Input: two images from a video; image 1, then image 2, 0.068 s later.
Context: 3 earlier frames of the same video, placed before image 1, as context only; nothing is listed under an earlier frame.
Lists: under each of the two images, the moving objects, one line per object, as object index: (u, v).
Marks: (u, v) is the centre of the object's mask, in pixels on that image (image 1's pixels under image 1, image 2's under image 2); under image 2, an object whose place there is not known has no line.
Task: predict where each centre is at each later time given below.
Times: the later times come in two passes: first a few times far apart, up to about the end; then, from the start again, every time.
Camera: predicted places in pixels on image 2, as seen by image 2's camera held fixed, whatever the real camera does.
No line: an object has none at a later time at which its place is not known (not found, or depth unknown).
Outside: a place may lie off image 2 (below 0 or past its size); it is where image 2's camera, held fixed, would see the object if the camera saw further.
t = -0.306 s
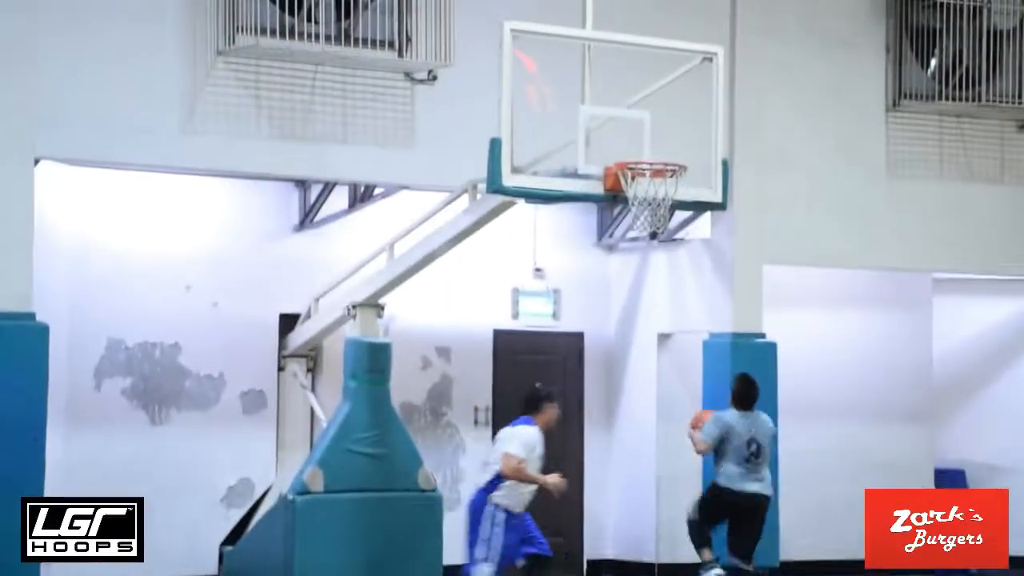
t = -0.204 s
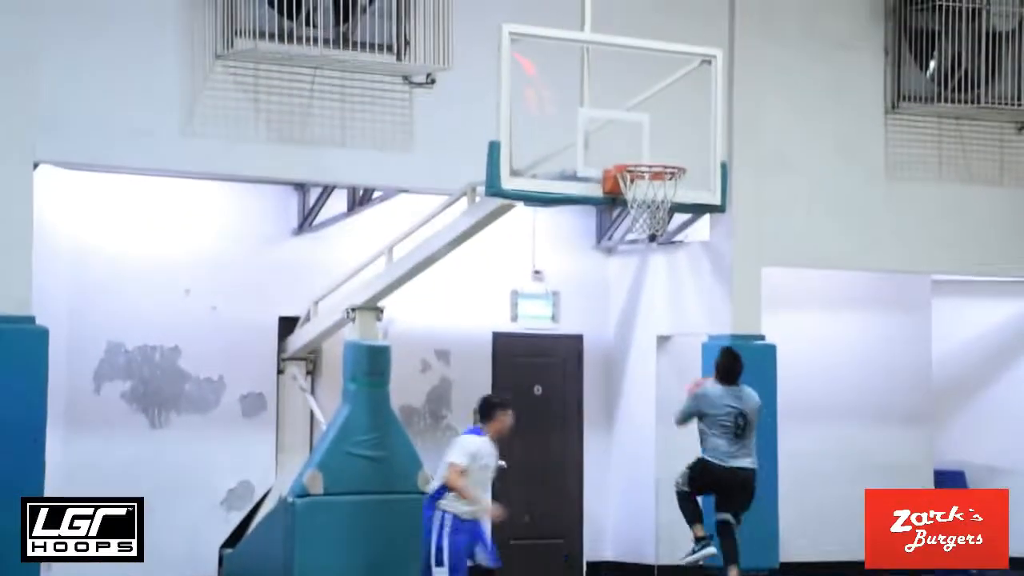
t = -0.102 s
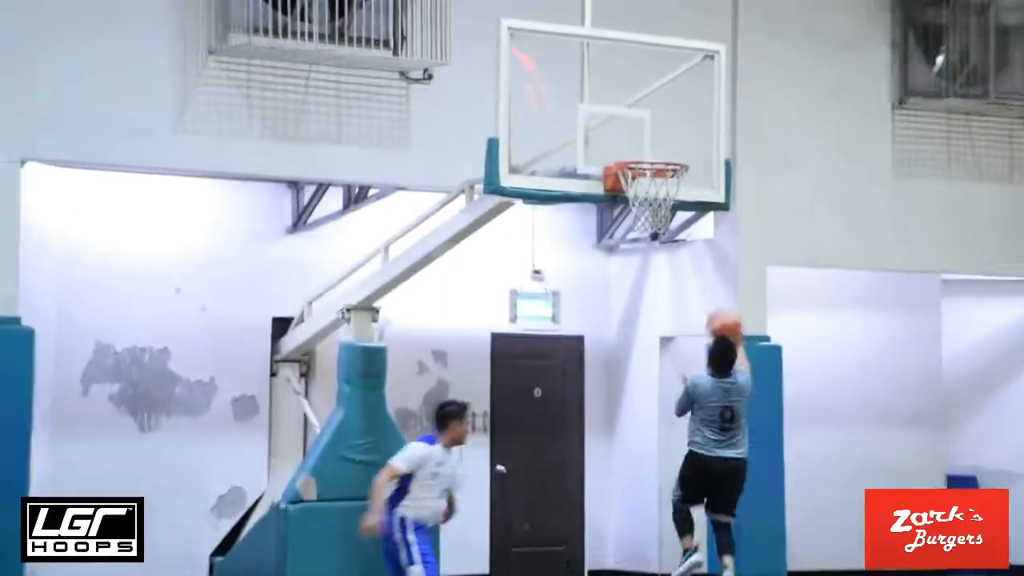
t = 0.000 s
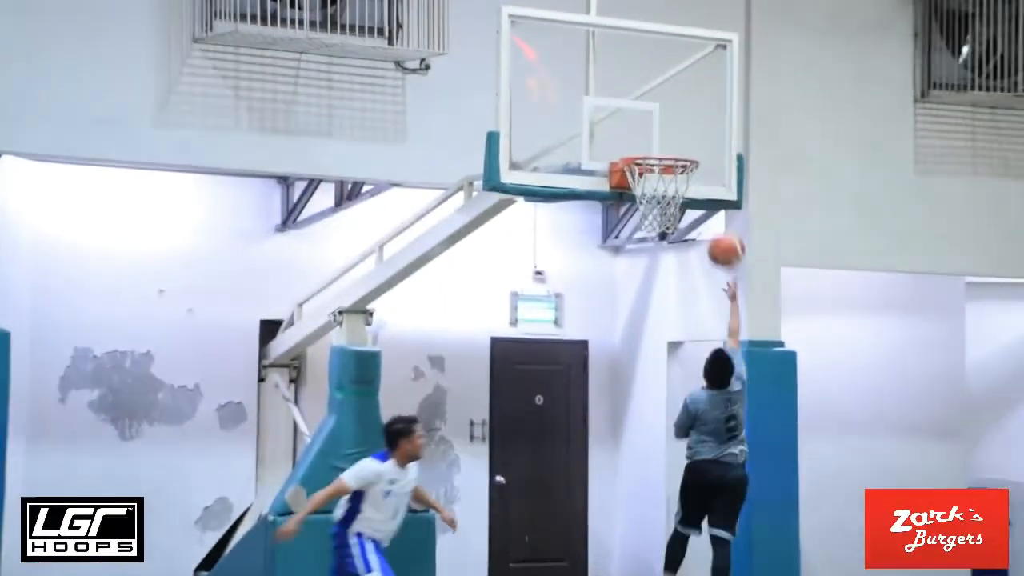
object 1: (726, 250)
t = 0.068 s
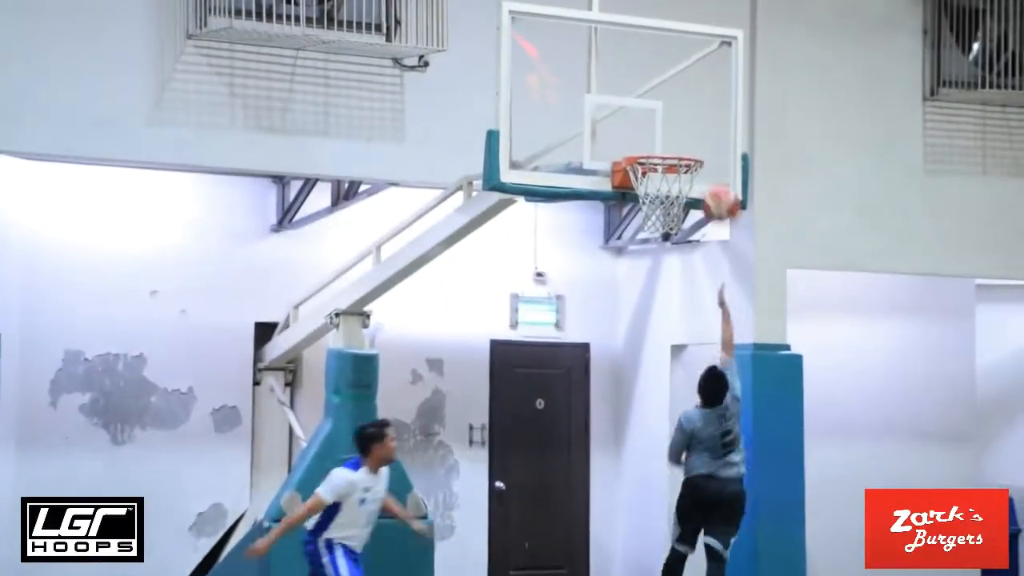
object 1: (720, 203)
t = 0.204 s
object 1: (700, 131)
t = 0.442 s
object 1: (681, 87)
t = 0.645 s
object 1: (675, 123)
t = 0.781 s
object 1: (667, 180)
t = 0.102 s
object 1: (715, 182)
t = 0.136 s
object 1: (713, 162)
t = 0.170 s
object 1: (705, 145)
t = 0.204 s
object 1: (700, 131)
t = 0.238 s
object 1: (695, 116)
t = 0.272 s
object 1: (689, 103)
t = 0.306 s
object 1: (686, 96)
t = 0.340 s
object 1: (685, 92)
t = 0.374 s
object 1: (683, 88)
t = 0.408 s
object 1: (683, 86)
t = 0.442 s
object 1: (681, 87)
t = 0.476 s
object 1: (680, 87)
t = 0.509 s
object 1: (680, 91)
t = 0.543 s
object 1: (678, 96)
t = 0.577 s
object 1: (677, 104)
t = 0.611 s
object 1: (676, 114)
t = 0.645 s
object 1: (675, 123)
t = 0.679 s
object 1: (673, 136)
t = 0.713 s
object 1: (672, 145)
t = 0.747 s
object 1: (669, 167)
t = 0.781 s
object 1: (667, 180)
